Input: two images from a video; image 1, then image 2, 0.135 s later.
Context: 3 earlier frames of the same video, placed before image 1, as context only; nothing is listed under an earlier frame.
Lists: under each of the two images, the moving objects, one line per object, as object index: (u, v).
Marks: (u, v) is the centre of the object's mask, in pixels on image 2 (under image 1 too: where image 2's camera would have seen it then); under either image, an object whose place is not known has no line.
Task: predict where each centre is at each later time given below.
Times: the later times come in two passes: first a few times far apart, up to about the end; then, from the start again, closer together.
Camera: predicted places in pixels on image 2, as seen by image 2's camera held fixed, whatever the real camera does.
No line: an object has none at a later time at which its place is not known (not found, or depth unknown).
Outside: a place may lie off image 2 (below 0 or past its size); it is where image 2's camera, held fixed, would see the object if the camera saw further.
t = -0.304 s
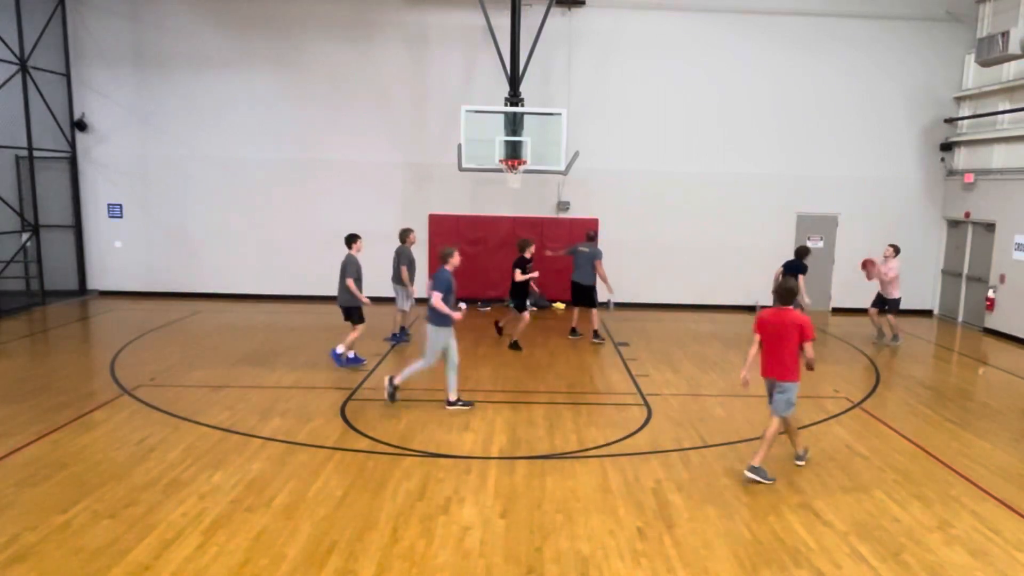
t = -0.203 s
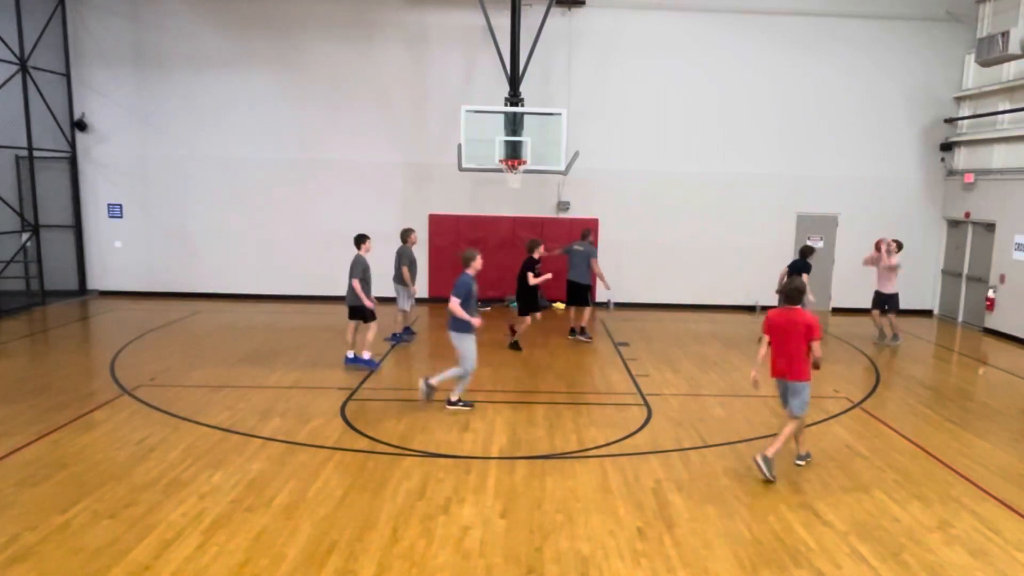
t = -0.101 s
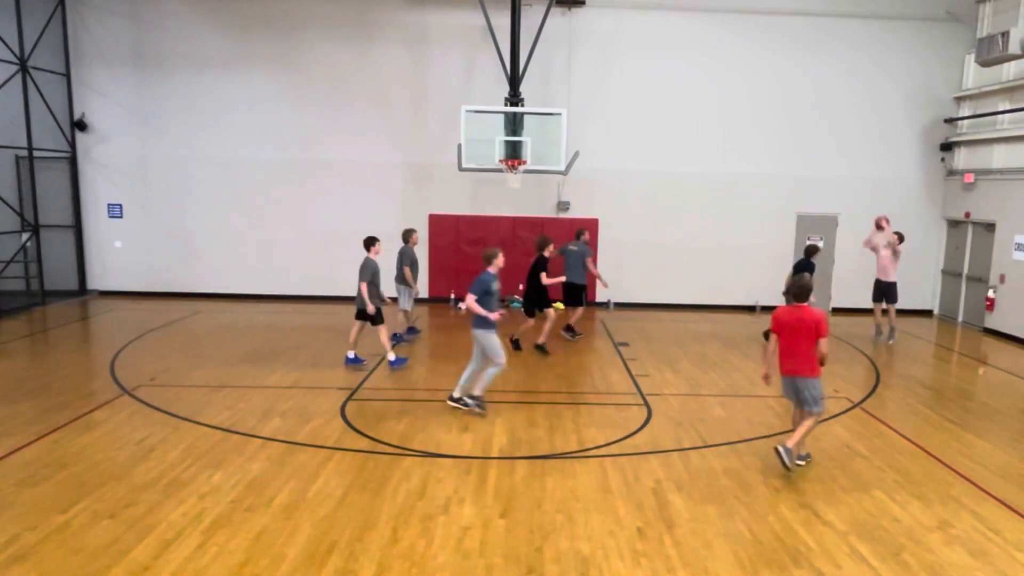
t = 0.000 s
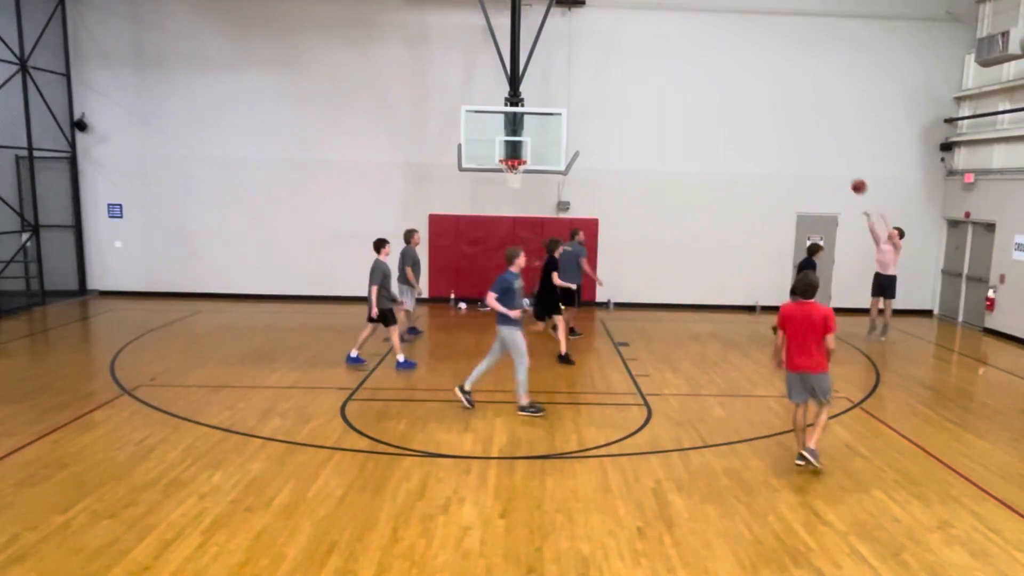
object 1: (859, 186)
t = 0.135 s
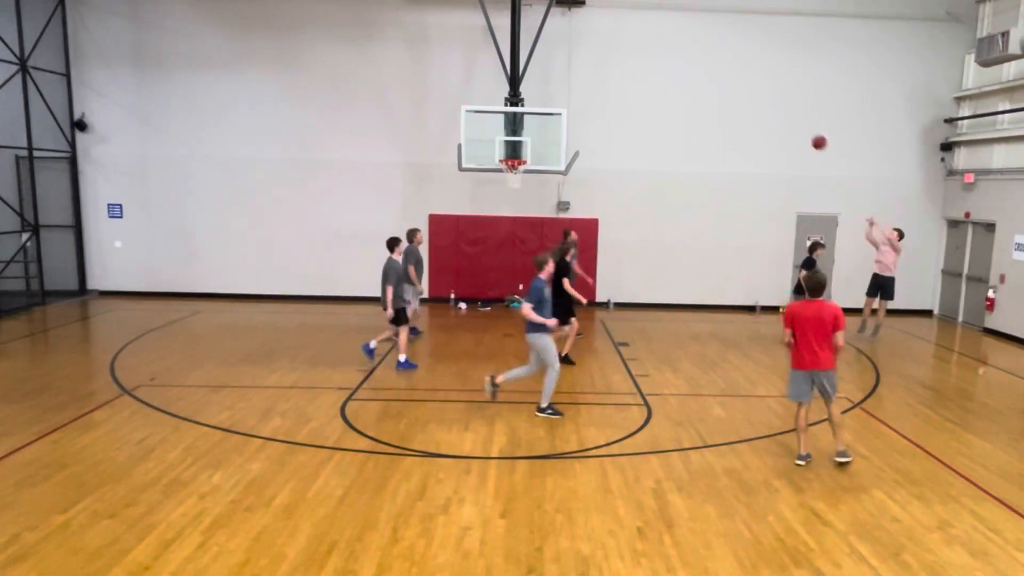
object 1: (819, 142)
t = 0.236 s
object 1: (789, 117)
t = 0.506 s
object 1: (707, 77)
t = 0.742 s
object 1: (635, 77)
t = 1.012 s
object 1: (554, 117)
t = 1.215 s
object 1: (508, 169)
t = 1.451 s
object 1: (528, 186)
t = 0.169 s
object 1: (809, 133)
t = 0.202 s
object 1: (799, 125)
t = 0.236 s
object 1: (789, 117)
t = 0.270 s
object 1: (779, 110)
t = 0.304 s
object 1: (768, 103)
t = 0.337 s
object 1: (758, 97)
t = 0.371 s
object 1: (748, 91)
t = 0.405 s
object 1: (738, 87)
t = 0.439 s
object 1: (727, 83)
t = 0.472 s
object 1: (717, 80)
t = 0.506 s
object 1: (707, 77)
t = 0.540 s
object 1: (697, 75)
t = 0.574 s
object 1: (686, 74)
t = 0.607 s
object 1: (676, 73)
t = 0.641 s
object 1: (666, 73)
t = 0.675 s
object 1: (656, 74)
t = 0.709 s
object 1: (645, 75)
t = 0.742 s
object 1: (635, 77)
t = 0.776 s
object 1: (625, 80)
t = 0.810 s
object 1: (614, 83)
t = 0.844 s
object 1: (605, 87)
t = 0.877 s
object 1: (594, 92)
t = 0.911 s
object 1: (585, 97)
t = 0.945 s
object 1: (574, 103)
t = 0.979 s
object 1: (564, 109)
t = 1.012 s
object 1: (554, 117)
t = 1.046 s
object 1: (544, 124)
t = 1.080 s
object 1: (535, 132)
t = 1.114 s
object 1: (525, 141)
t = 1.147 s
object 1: (515, 148)
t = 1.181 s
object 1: (505, 160)
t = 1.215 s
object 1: (508, 169)
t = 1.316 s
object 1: (522, 181)
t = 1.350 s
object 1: (523, 182)
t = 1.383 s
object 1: (525, 183)
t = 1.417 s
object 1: (527, 185)
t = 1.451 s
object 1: (528, 186)
